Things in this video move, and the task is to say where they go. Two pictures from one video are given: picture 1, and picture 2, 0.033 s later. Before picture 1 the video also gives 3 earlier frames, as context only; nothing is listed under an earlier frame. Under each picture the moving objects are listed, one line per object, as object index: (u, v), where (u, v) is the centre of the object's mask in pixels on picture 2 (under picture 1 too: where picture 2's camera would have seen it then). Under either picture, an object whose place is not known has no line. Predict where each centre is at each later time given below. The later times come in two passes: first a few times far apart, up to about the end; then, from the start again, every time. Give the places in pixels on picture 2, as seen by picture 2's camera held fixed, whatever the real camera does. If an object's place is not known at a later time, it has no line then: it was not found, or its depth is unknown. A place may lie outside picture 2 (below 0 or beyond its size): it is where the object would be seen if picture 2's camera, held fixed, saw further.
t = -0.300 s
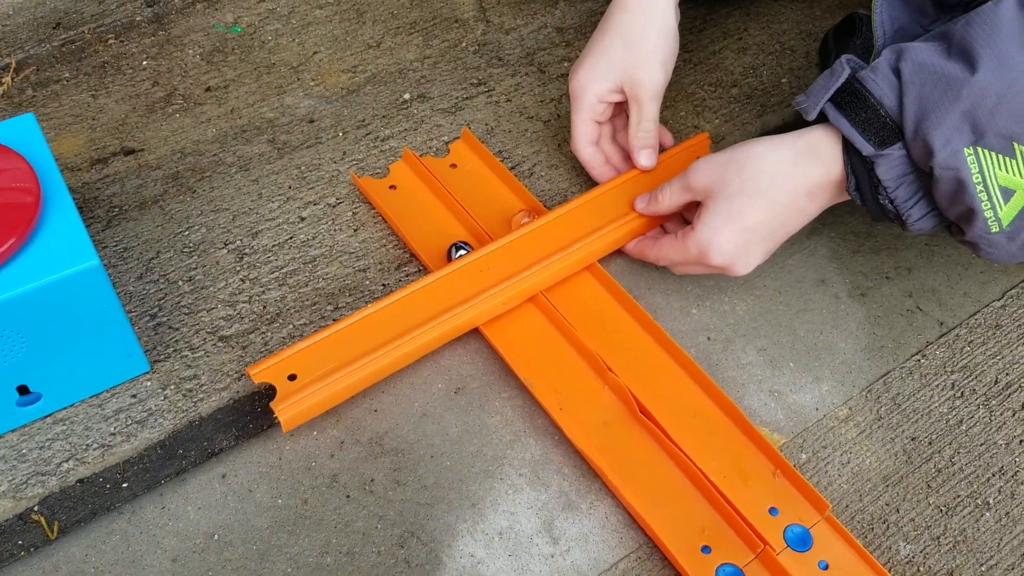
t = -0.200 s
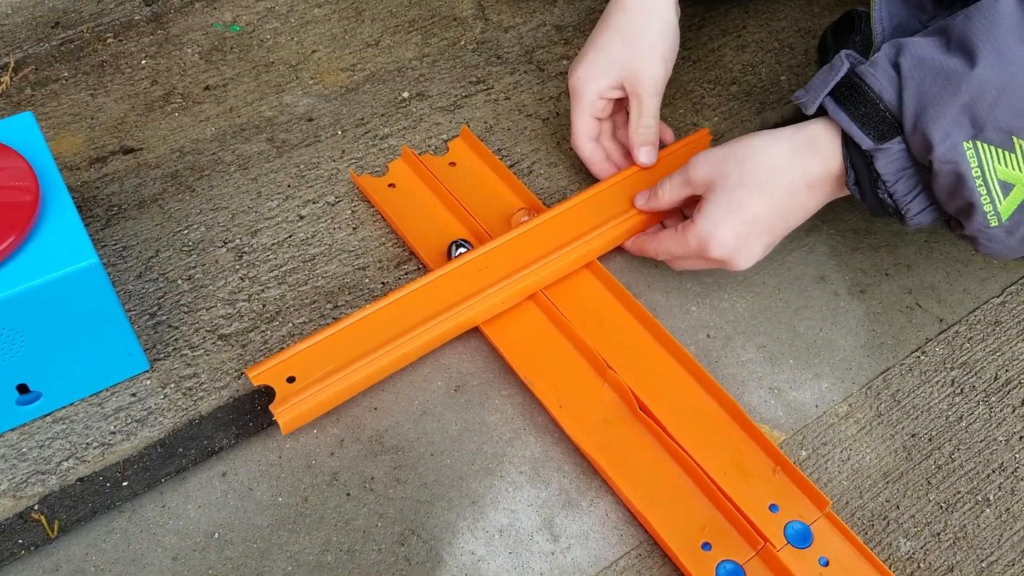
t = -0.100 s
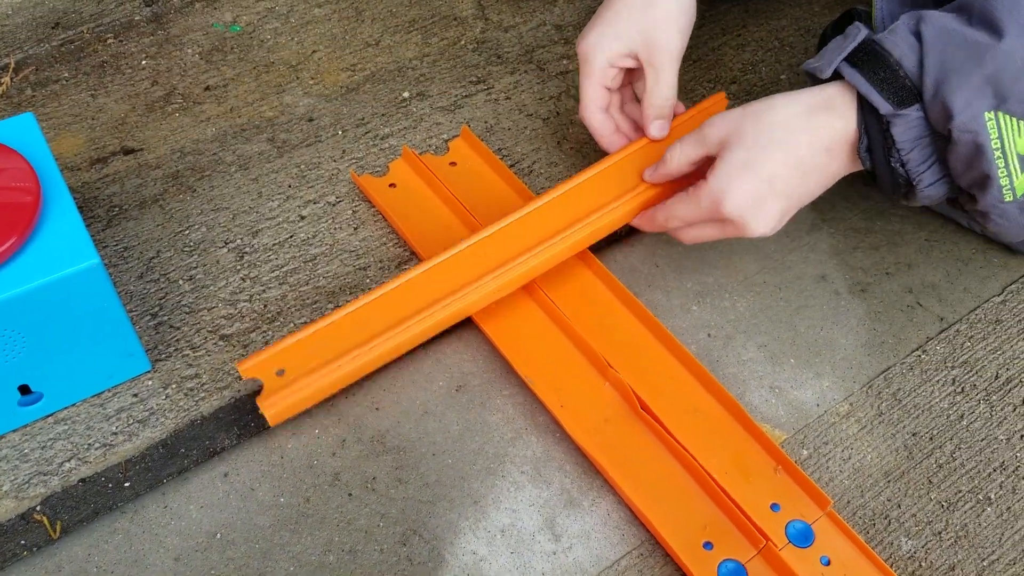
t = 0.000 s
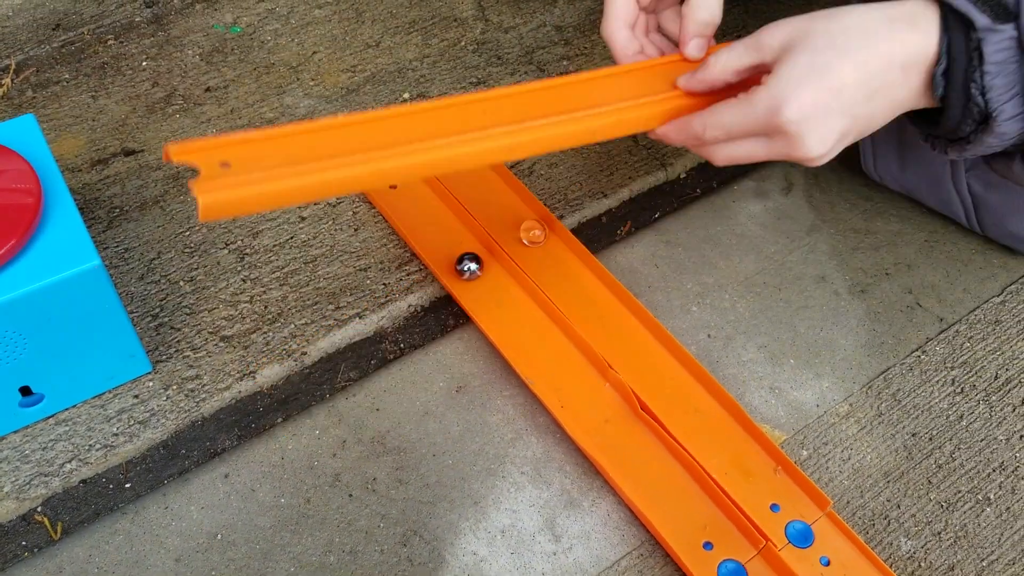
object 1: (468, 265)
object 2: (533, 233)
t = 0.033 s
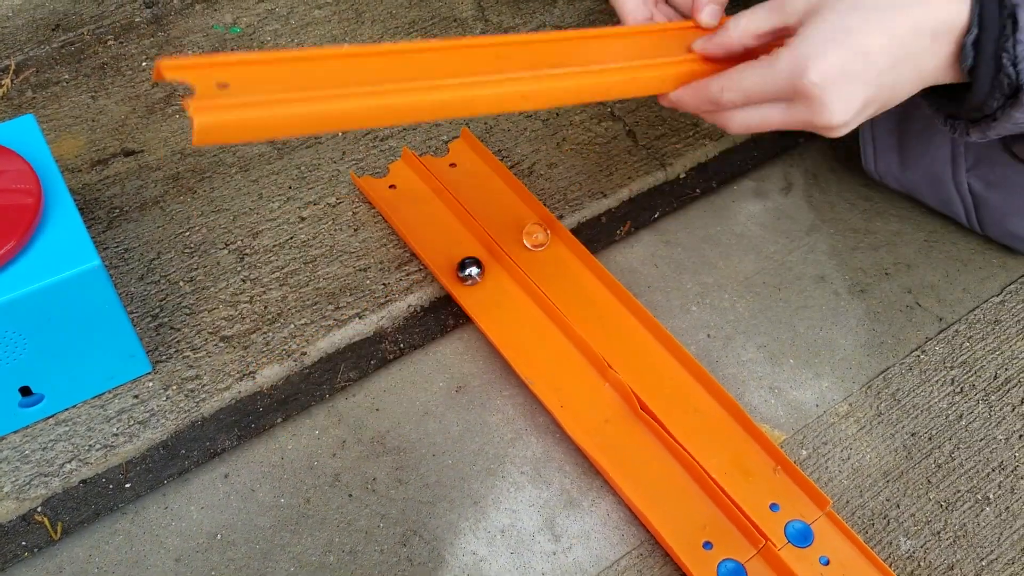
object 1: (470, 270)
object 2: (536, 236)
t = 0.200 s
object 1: (480, 300)
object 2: (557, 260)
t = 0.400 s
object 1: (520, 343)
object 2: (599, 306)
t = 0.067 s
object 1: (472, 274)
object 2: (539, 240)
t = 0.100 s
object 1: (473, 280)
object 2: (543, 245)
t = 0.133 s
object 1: (475, 285)
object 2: (548, 249)
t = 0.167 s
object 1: (477, 293)
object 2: (552, 255)
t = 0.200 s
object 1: (480, 300)
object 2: (557, 260)
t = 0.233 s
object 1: (486, 305)
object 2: (563, 267)
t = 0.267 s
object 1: (493, 310)
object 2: (569, 273)
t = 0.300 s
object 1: (500, 317)
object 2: (576, 281)
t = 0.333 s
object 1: (507, 325)
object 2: (582, 289)
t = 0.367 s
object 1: (514, 333)
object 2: (590, 297)
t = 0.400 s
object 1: (520, 343)
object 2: (599, 306)
